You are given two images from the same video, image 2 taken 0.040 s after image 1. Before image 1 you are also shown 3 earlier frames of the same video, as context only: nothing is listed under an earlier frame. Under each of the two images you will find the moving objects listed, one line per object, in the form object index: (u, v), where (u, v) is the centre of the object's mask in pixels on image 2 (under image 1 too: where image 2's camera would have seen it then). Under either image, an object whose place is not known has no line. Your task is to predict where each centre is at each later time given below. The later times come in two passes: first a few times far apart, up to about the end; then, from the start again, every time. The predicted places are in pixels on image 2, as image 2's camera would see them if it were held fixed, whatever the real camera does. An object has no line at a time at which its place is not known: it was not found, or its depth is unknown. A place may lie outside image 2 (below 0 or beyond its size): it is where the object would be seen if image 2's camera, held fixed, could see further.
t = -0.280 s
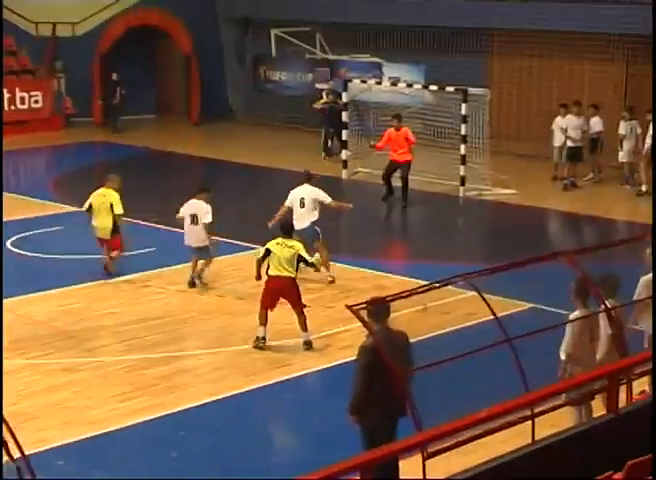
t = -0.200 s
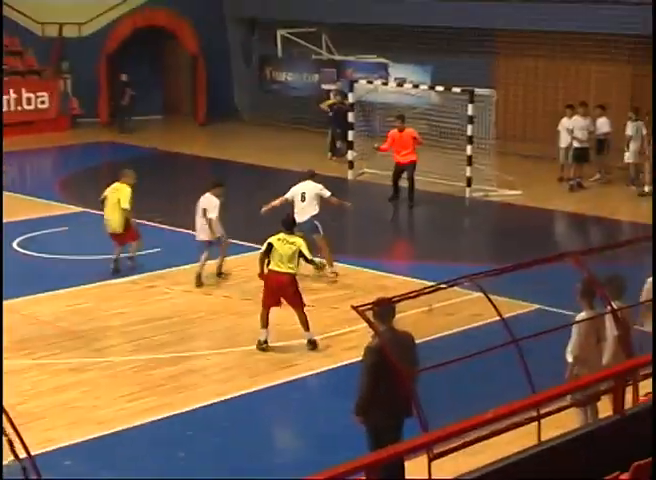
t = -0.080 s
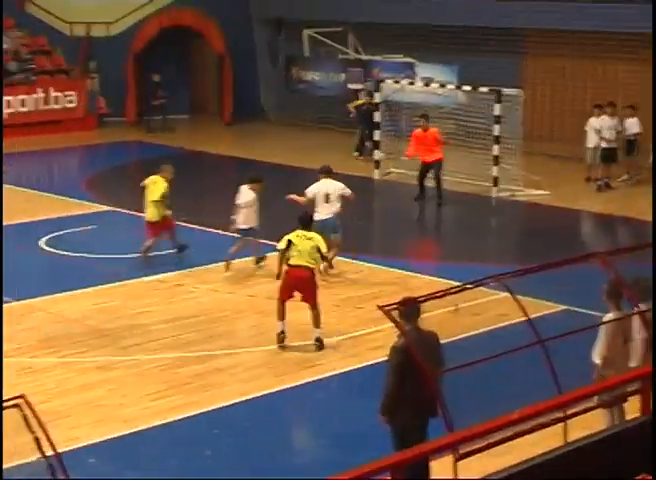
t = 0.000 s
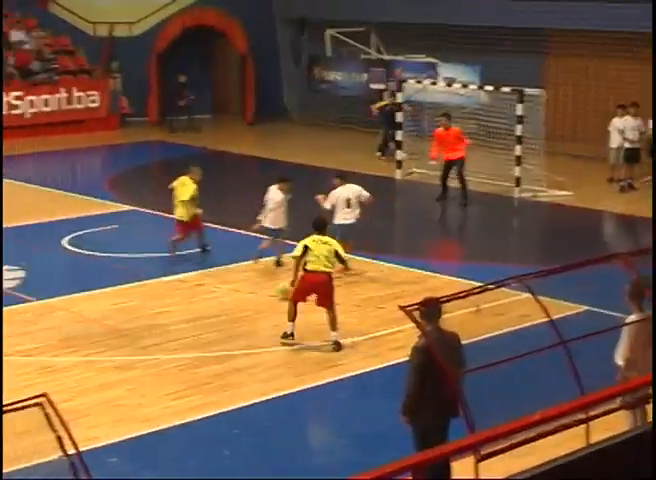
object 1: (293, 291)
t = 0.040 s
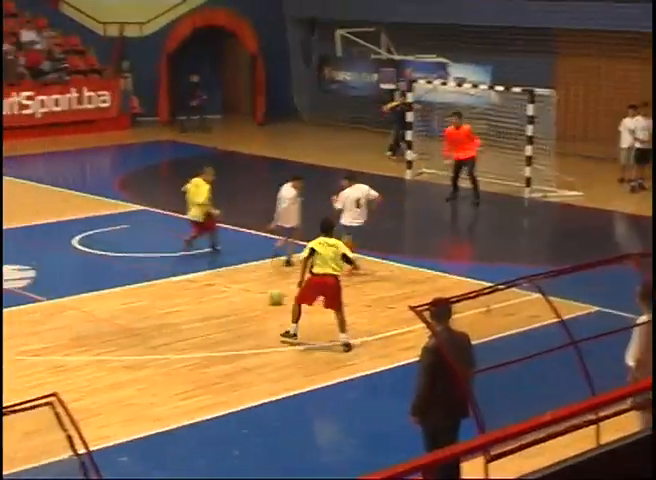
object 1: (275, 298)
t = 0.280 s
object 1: (167, 327)
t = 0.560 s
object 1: (51, 368)
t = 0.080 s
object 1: (257, 302)
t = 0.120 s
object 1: (239, 306)
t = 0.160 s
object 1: (221, 312)
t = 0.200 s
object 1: (201, 318)
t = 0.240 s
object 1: (184, 323)
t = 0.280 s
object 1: (167, 327)
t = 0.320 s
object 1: (149, 334)
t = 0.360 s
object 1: (132, 337)
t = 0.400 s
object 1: (116, 342)
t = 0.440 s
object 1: (100, 348)
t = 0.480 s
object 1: (84, 355)
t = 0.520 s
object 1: (67, 361)
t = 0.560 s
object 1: (51, 368)
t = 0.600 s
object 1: (35, 373)
